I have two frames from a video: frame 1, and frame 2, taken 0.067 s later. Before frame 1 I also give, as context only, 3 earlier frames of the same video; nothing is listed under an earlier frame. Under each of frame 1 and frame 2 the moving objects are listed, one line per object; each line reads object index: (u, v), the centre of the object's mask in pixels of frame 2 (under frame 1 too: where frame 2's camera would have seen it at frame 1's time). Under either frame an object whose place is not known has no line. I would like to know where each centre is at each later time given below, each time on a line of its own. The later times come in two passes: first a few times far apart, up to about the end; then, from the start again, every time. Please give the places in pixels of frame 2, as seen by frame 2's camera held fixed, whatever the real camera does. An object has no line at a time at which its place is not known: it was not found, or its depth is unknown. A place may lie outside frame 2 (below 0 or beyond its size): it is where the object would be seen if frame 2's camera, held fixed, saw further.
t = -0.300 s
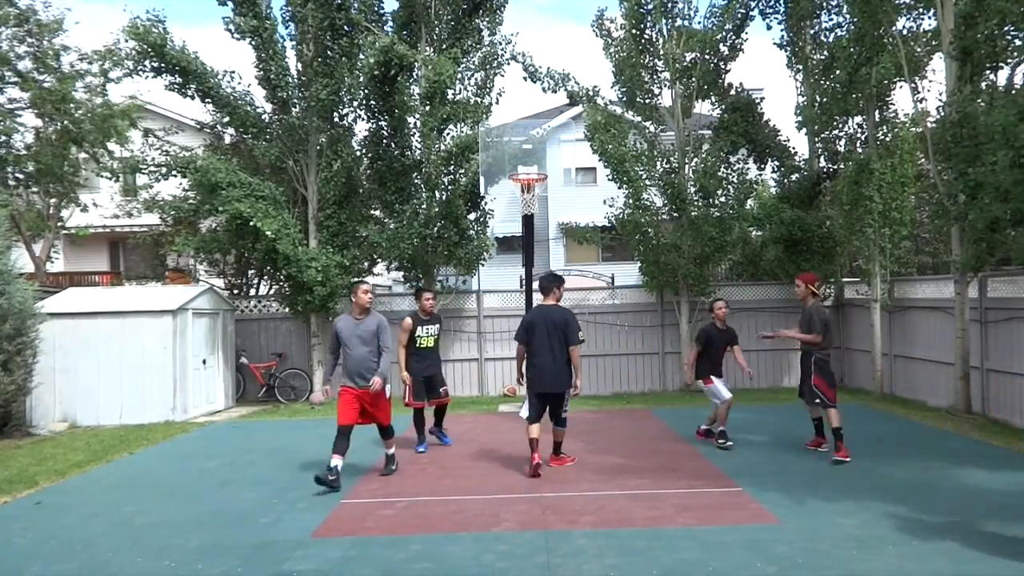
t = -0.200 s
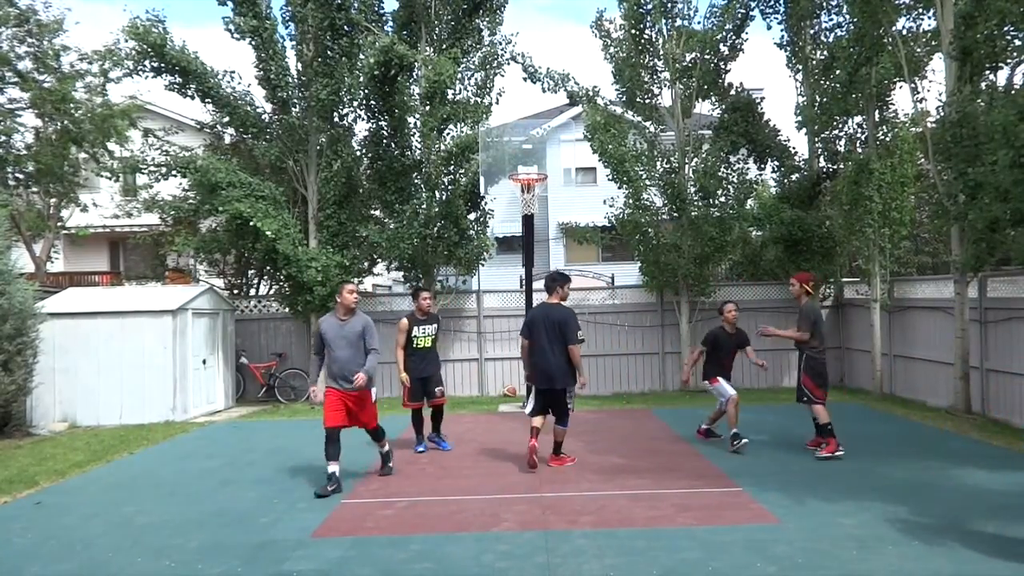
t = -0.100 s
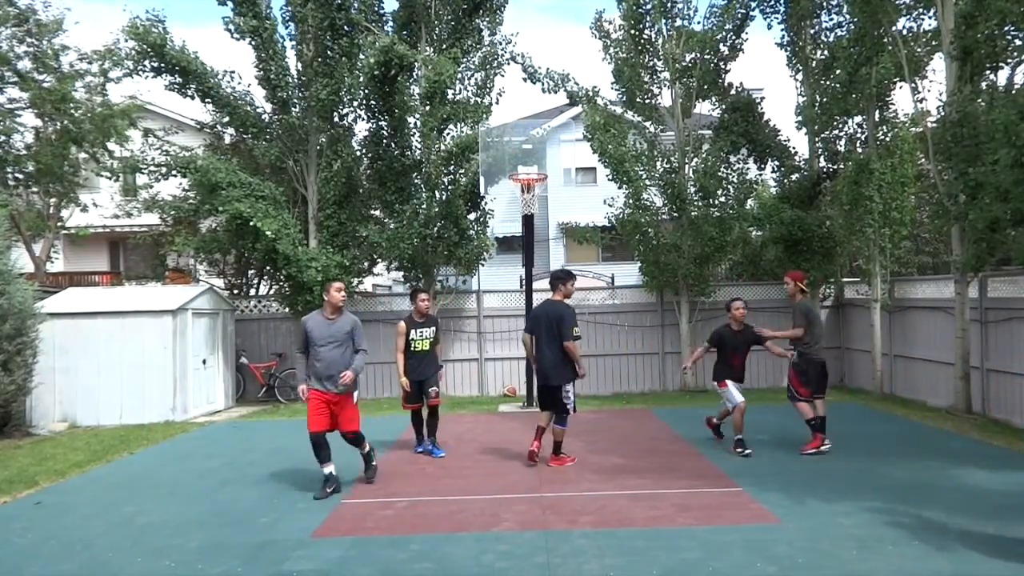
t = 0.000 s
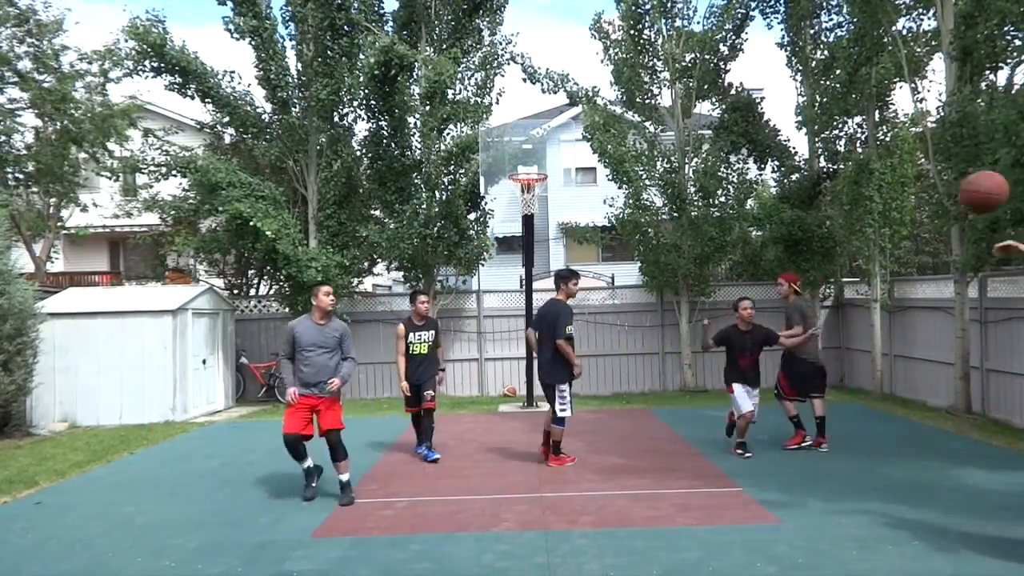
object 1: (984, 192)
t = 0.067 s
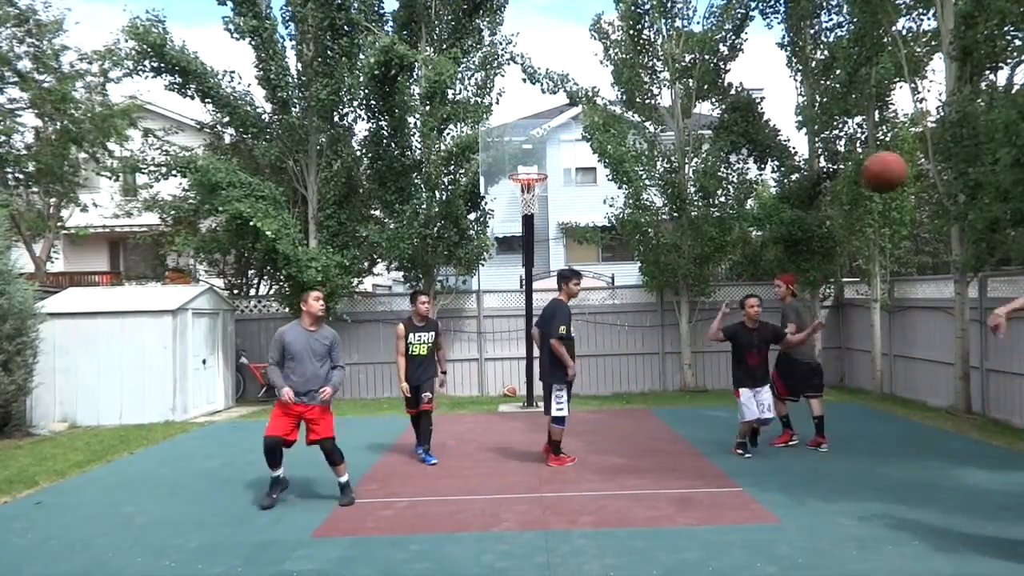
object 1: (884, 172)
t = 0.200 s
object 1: (700, 156)
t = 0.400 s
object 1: (457, 183)
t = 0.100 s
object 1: (836, 165)
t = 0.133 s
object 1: (790, 160)
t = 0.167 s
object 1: (745, 157)
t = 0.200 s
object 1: (700, 156)
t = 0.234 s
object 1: (658, 157)
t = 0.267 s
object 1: (616, 159)
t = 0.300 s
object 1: (574, 163)
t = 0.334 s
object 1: (534, 168)
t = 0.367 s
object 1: (494, 175)
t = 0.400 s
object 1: (457, 183)
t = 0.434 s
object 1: (419, 193)
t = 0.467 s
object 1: (382, 205)
